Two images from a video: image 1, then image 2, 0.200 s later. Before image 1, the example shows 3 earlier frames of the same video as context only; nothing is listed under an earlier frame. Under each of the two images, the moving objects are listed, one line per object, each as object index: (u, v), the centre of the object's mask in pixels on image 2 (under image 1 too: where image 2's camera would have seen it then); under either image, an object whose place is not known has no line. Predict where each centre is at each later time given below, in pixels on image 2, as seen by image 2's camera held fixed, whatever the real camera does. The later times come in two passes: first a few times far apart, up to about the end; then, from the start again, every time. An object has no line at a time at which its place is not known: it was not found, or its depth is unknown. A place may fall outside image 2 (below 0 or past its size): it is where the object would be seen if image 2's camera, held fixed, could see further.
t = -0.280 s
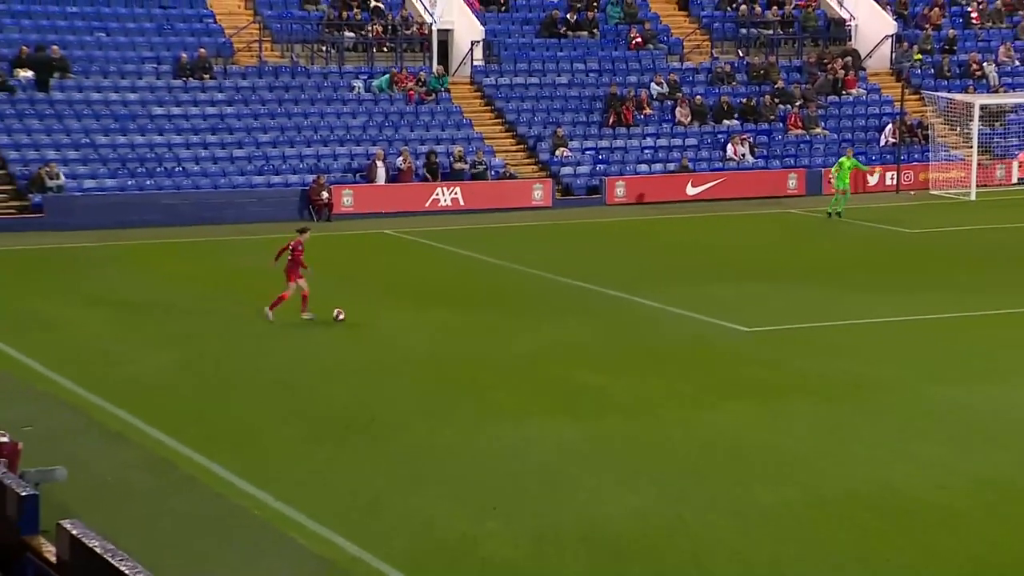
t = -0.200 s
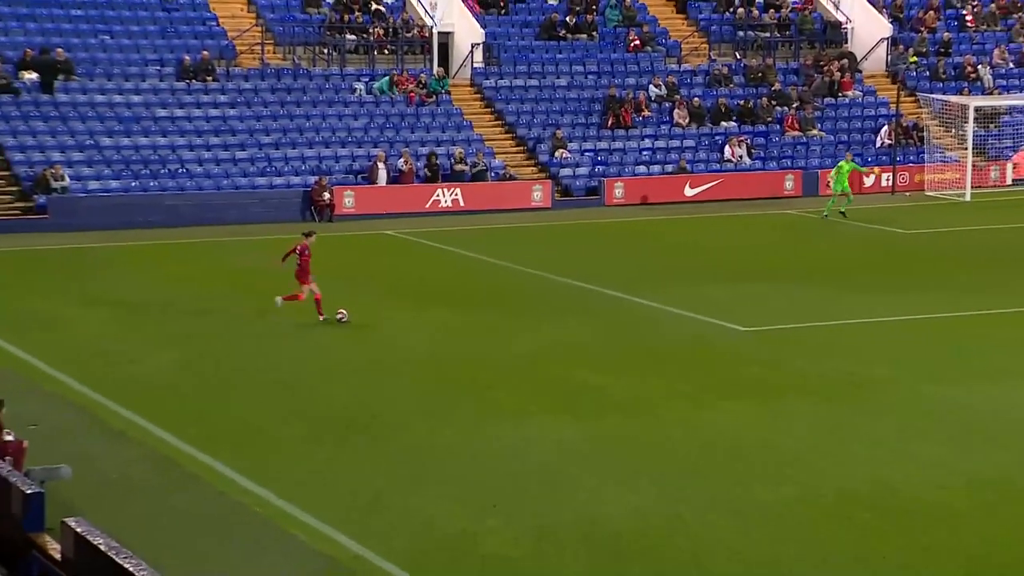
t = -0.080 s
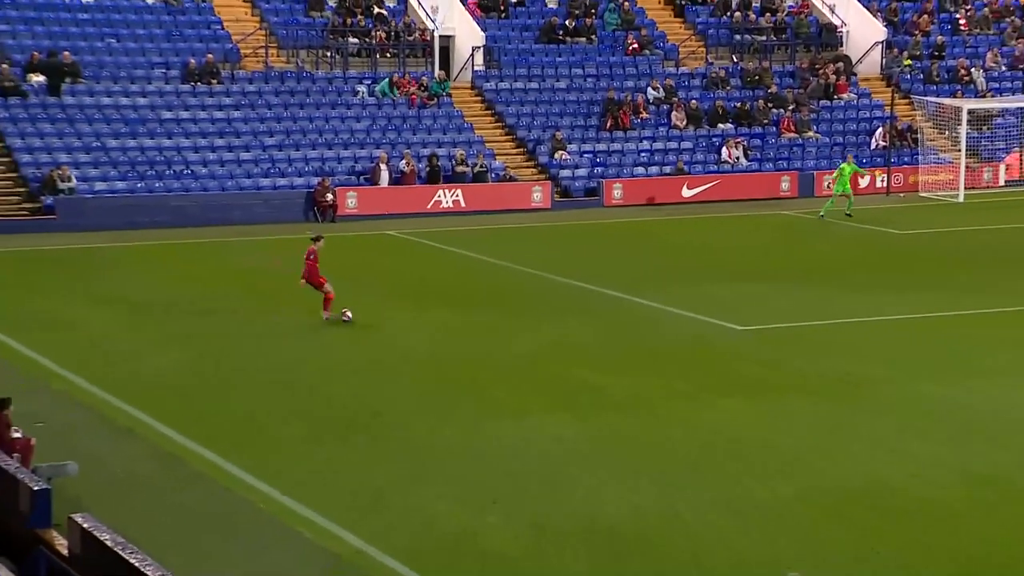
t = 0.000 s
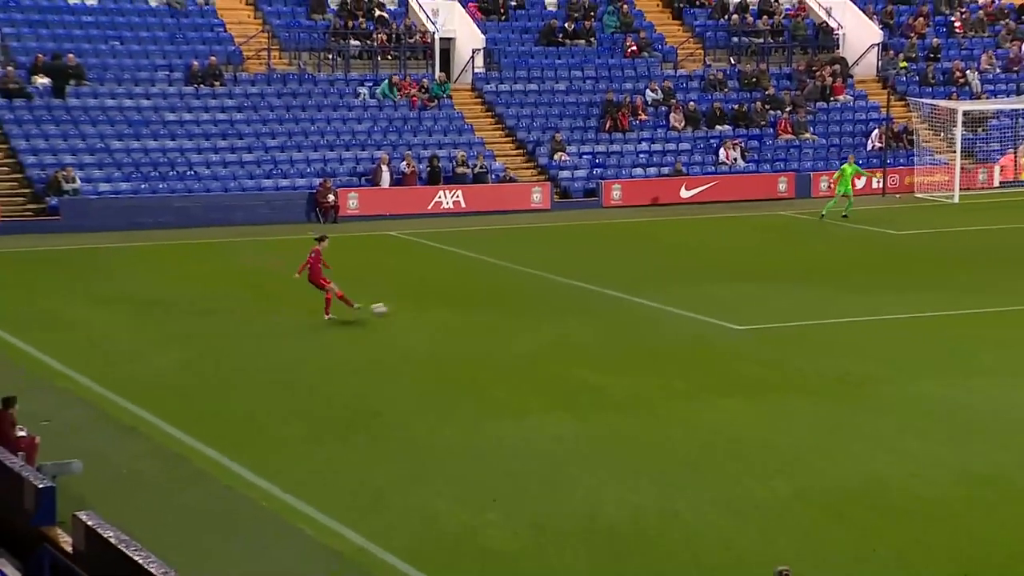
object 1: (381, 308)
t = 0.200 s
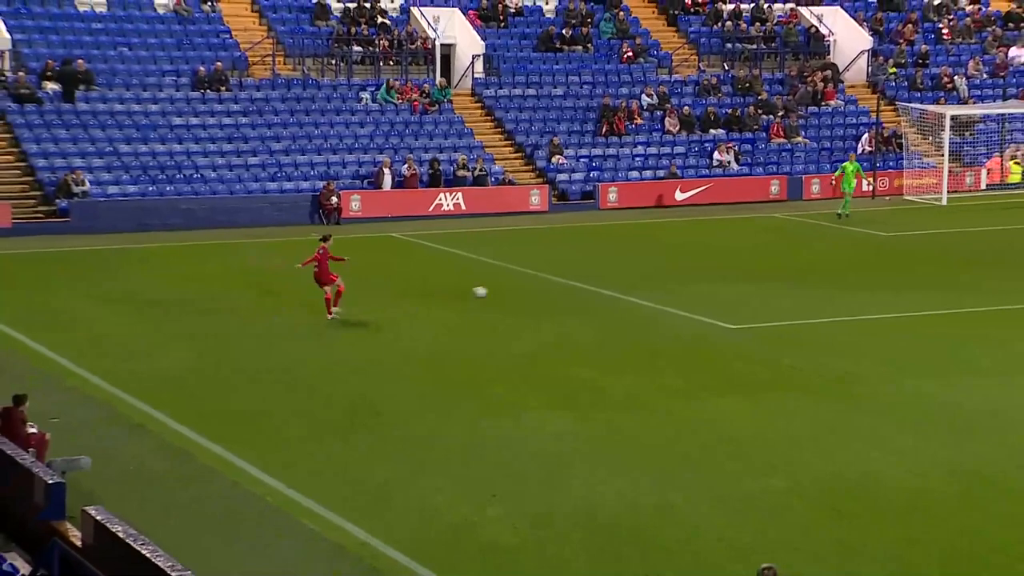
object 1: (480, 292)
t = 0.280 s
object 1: (513, 286)
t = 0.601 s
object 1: (622, 267)
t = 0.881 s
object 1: (688, 255)
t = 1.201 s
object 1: (744, 245)
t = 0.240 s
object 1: (497, 289)
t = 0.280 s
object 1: (513, 286)
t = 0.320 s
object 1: (528, 283)
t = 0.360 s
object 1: (544, 280)
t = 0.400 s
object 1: (559, 279)
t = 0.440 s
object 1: (573, 276)
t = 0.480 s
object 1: (587, 273)
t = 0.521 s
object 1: (599, 271)
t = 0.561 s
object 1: (610, 270)
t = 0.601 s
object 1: (622, 267)
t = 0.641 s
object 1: (633, 265)
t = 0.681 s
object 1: (643, 263)
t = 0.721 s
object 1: (653, 261)
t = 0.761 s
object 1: (662, 260)
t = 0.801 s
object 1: (671, 258)
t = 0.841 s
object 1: (680, 257)
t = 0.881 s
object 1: (688, 255)
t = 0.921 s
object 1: (696, 254)
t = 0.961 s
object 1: (704, 252)
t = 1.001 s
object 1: (710, 251)
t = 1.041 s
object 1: (718, 250)
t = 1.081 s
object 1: (725, 248)
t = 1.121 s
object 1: (732, 247)
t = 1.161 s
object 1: (737, 246)
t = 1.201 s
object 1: (744, 245)
